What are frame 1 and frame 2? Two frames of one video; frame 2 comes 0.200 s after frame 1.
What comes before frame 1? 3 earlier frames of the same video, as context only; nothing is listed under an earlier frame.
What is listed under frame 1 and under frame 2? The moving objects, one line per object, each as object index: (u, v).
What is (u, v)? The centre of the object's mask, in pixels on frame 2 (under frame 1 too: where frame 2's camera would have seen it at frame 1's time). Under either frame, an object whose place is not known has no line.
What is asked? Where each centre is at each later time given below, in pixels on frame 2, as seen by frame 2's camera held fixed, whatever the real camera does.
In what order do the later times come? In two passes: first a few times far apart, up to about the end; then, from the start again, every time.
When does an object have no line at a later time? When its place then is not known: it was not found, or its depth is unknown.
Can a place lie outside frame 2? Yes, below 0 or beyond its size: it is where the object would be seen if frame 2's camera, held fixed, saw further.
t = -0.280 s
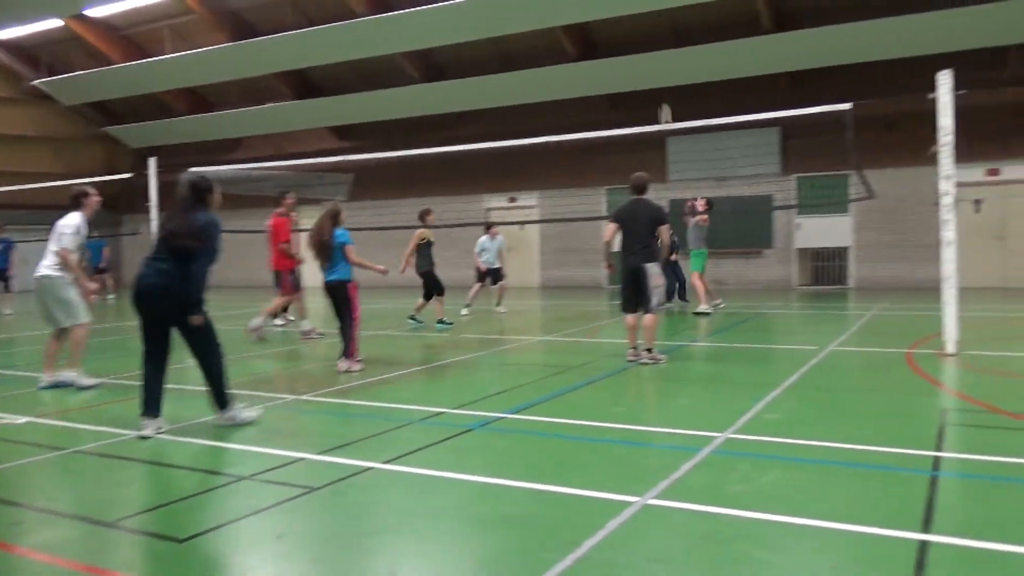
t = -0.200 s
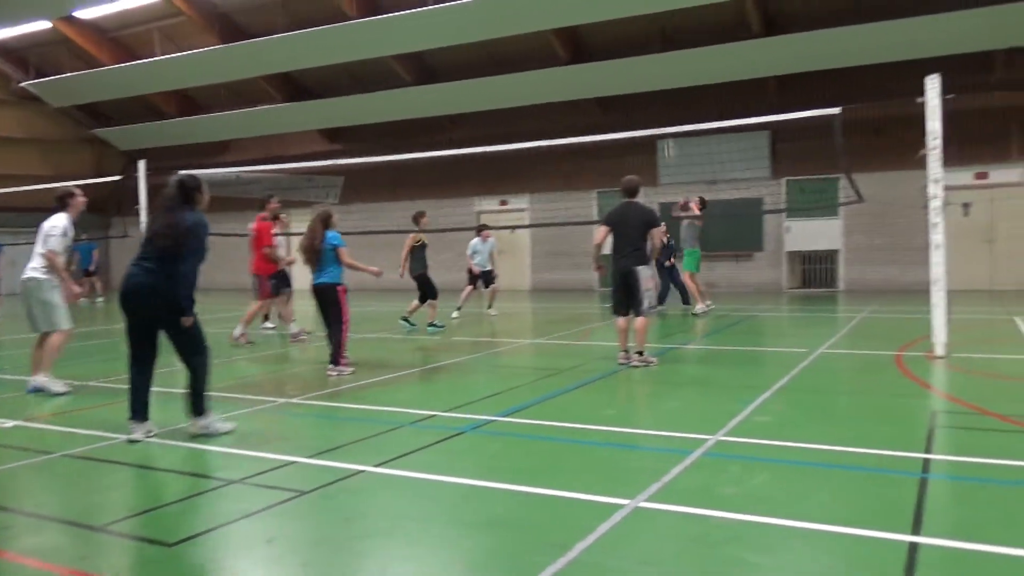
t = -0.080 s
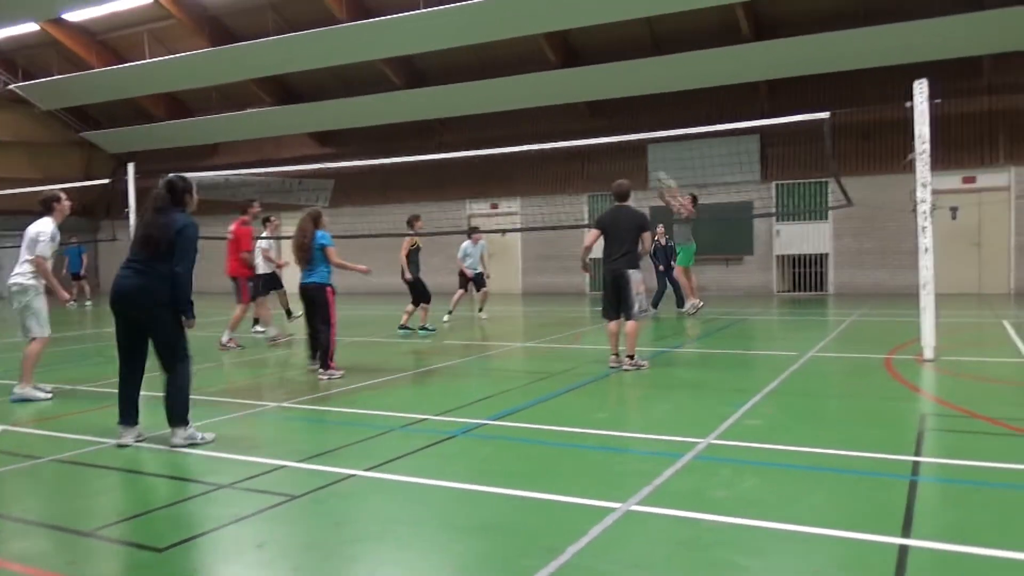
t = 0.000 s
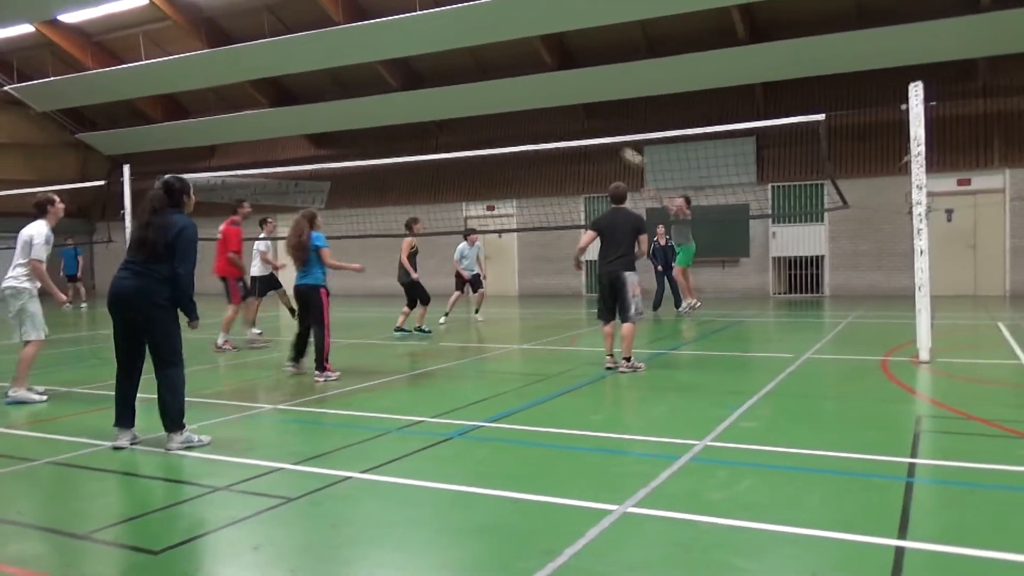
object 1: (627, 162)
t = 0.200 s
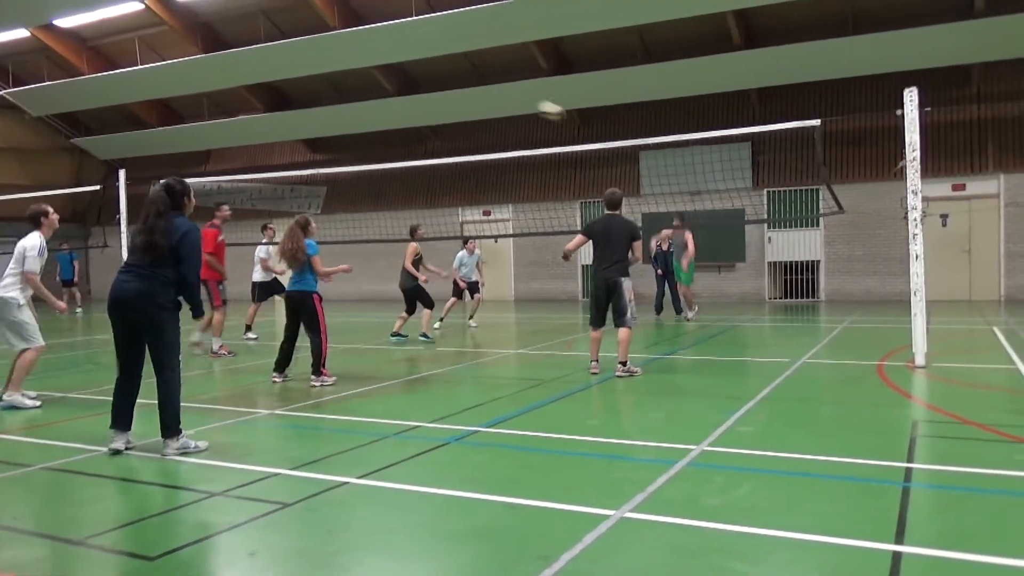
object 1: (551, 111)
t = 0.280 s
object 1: (513, 95)
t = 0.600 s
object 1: (313, 85)
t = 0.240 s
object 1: (532, 102)
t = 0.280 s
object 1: (513, 95)
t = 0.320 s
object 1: (493, 89)
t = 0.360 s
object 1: (469, 83)
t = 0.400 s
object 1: (447, 81)
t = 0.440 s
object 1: (424, 79)
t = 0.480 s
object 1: (398, 77)
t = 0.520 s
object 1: (372, 78)
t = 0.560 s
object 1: (344, 80)
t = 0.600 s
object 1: (313, 85)
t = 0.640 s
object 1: (281, 91)
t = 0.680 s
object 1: (247, 99)
